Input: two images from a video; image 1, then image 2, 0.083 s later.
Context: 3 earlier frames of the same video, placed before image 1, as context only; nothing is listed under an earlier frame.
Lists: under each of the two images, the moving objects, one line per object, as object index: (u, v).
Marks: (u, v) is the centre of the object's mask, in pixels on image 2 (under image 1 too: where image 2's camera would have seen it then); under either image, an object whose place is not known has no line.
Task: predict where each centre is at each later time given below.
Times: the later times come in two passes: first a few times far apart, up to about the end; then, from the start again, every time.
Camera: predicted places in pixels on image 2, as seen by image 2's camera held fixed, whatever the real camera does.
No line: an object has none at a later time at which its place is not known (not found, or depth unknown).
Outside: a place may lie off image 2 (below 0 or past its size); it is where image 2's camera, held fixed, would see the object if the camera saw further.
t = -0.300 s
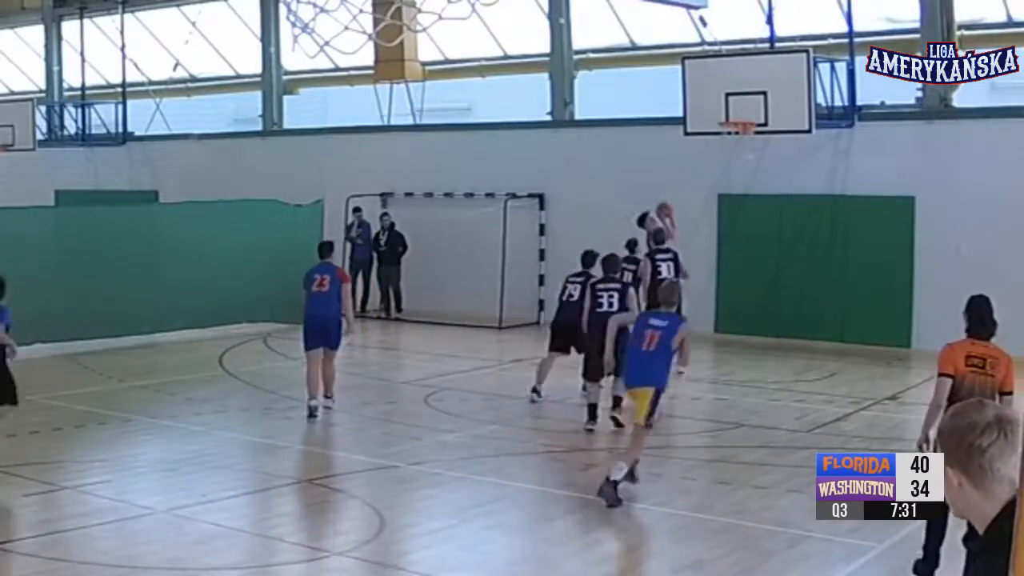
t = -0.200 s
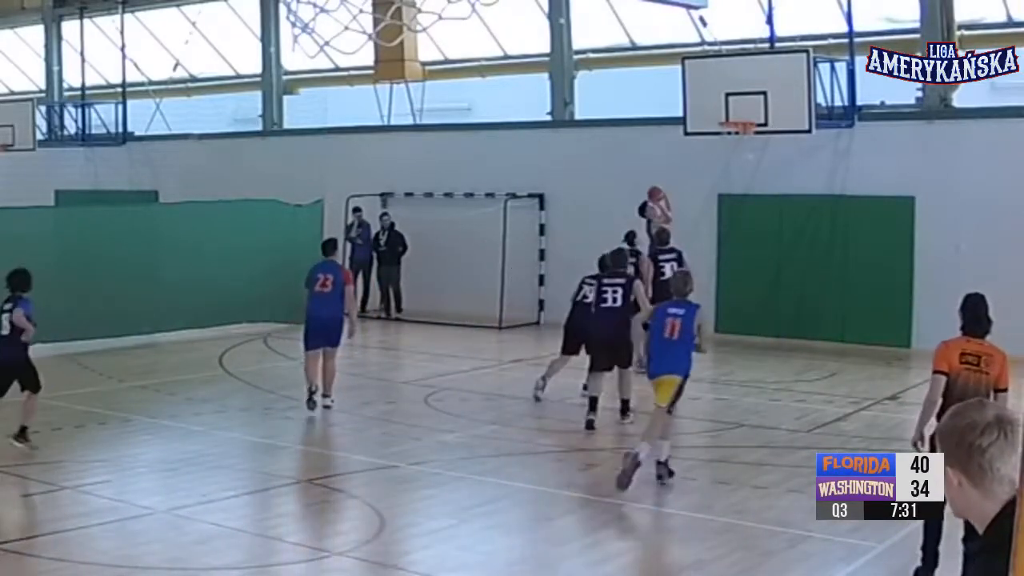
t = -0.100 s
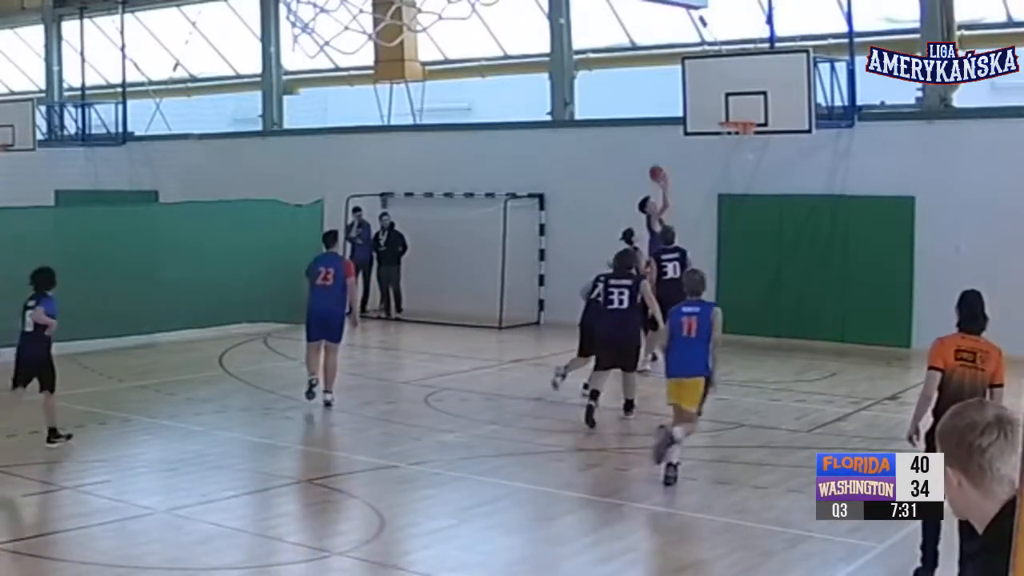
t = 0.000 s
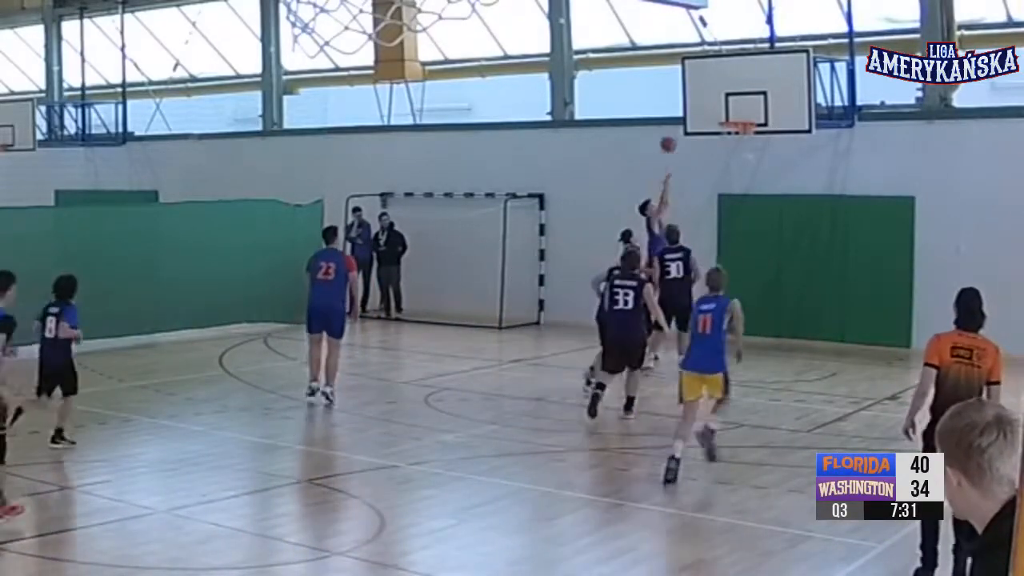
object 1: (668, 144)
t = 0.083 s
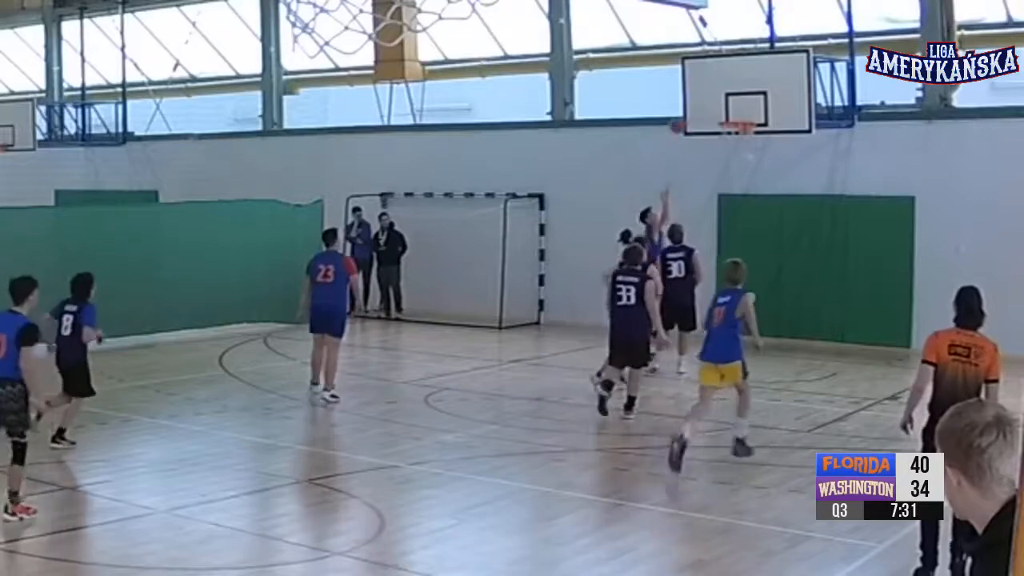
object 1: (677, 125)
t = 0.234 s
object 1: (697, 104)
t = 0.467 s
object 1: (727, 105)
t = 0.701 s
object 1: (740, 135)
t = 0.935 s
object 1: (729, 175)
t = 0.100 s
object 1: (680, 121)
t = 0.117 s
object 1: (682, 119)
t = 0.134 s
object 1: (684, 116)
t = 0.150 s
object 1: (686, 114)
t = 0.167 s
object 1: (688, 111)
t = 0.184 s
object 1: (691, 109)
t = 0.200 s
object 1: (693, 107)
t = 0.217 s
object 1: (694, 105)
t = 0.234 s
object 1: (697, 104)
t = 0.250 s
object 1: (699, 102)
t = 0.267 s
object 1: (701, 101)
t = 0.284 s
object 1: (703, 100)
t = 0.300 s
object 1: (705, 100)
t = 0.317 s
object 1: (707, 99)
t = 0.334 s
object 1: (709, 99)
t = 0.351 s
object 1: (711, 99)
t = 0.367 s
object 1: (713, 99)
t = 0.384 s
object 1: (715, 100)
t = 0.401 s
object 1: (717, 100)
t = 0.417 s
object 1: (720, 101)
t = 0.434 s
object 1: (722, 102)
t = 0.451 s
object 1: (724, 104)
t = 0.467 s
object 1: (727, 105)
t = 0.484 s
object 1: (729, 107)
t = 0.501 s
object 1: (731, 109)
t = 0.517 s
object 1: (734, 111)
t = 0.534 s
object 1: (736, 113)
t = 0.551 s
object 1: (738, 115)
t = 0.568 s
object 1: (740, 116)
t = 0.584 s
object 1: (740, 116)
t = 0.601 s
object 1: (740, 116)
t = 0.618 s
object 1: (740, 117)
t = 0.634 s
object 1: (740, 118)
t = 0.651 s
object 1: (739, 119)
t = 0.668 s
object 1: (739, 119)
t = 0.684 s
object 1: (738, 120)
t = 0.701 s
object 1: (740, 135)
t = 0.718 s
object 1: (740, 137)
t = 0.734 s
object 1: (739, 139)
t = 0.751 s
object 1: (736, 138)
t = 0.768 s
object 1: (735, 140)
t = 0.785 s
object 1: (733, 145)
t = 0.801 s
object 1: (734, 144)
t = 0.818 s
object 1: (733, 148)
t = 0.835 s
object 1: (733, 151)
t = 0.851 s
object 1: (732, 154)
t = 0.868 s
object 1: (732, 159)
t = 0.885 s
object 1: (731, 162)
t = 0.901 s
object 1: (730, 166)
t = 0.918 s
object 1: (730, 171)
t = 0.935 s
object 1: (729, 175)
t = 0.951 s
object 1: (728, 180)
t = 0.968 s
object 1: (727, 185)
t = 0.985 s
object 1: (727, 191)
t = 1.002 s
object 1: (727, 196)
